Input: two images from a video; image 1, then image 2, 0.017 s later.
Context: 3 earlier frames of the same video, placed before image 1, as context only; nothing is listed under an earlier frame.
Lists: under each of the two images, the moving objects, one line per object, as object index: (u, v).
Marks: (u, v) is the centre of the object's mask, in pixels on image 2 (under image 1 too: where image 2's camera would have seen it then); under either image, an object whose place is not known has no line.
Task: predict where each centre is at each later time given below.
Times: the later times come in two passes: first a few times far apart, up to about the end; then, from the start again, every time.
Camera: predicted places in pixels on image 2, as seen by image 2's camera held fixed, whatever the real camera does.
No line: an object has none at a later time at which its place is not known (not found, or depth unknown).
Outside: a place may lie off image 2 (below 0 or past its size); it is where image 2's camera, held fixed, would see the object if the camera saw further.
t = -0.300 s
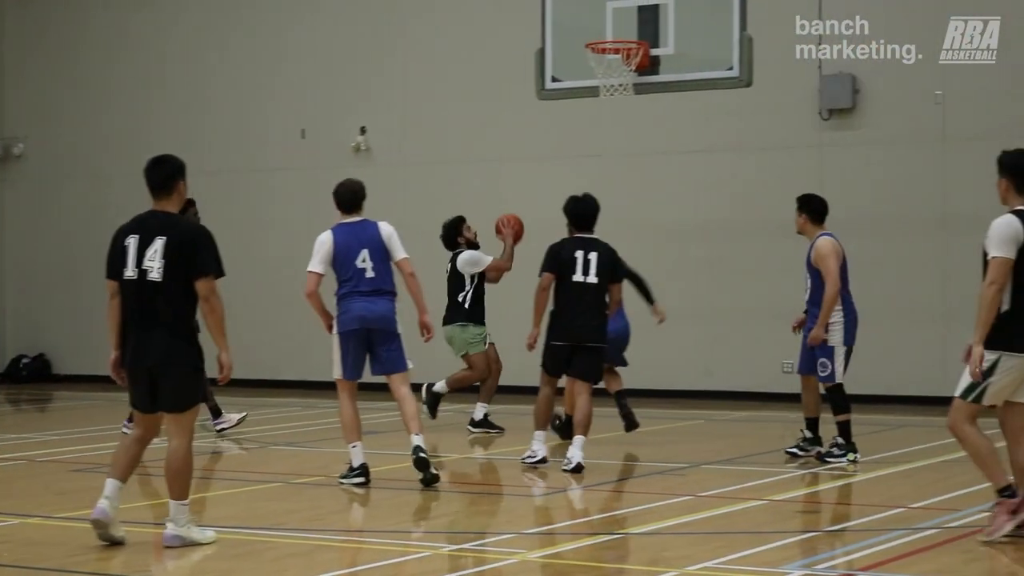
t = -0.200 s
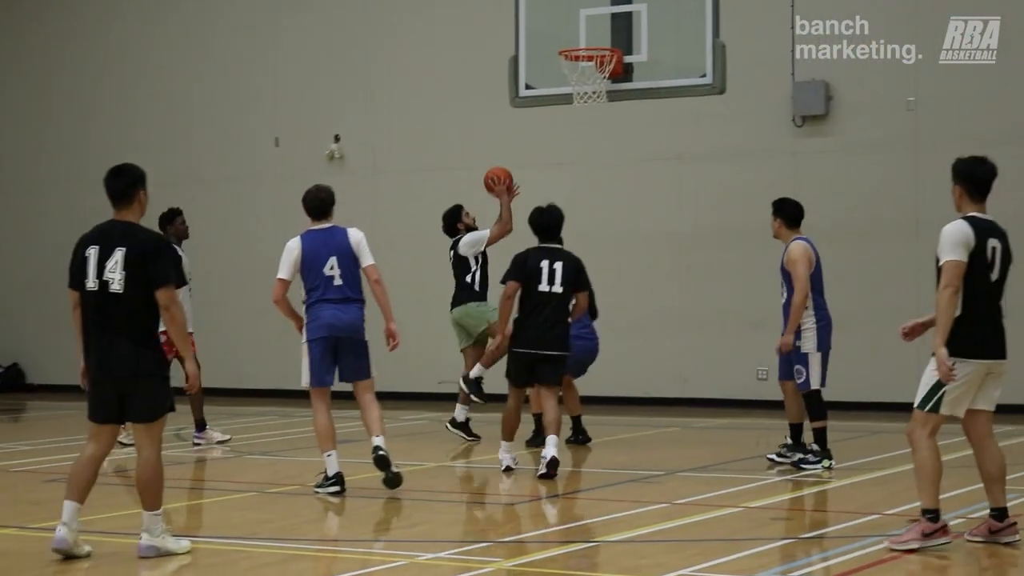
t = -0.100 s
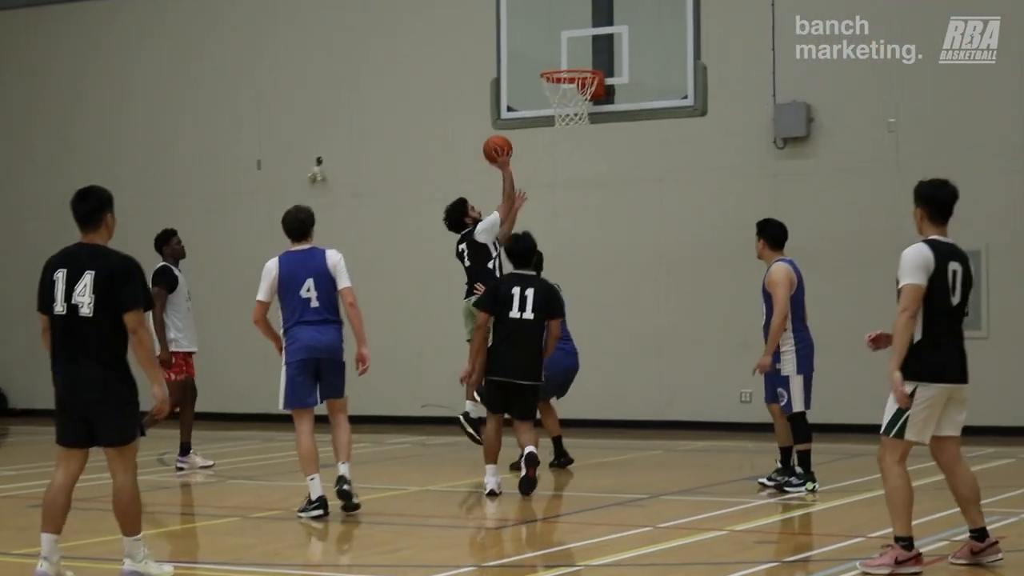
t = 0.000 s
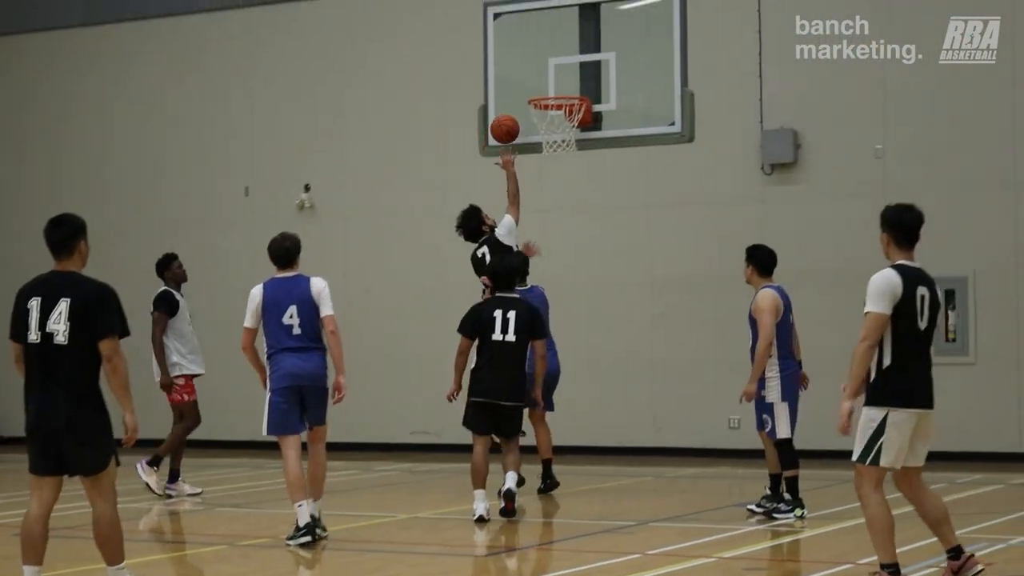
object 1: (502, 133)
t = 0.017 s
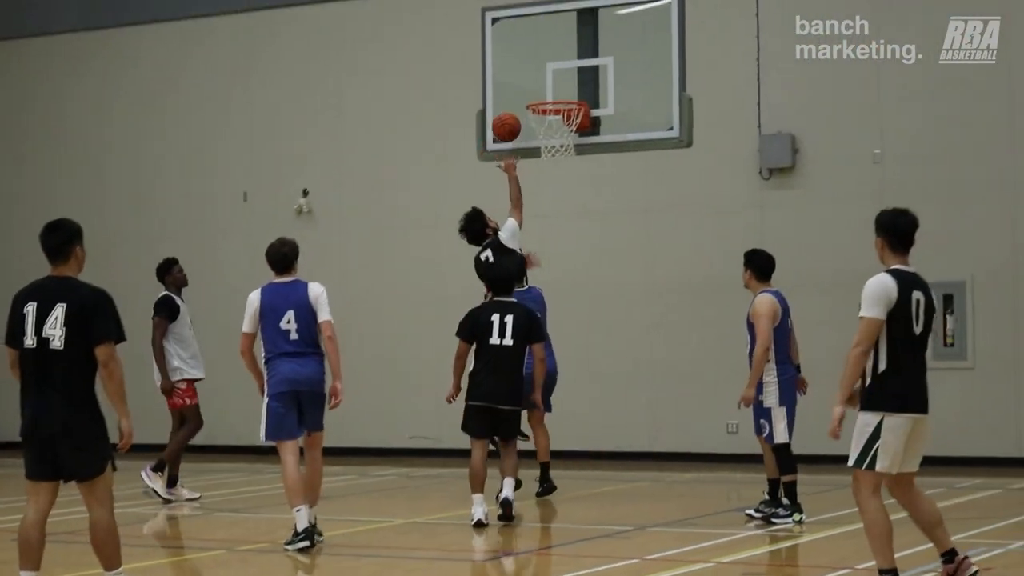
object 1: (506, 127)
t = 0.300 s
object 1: (533, 85)
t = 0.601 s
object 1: (549, 160)
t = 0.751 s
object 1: (558, 215)
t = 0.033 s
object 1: (508, 121)
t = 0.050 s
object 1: (511, 115)
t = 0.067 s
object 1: (513, 109)
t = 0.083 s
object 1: (516, 103)
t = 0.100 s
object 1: (519, 98)
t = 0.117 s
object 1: (522, 94)
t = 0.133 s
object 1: (525, 91)
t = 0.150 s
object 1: (526, 89)
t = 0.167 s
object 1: (527, 88)
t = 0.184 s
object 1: (527, 86)
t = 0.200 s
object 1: (528, 85)
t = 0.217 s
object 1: (529, 84)
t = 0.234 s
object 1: (530, 84)
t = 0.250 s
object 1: (531, 83)
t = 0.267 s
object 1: (531, 84)
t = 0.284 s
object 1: (532, 84)
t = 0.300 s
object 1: (533, 85)
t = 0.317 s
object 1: (533, 86)
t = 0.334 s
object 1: (534, 87)
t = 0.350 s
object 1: (535, 89)
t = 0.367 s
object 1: (536, 91)
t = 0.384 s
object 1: (537, 92)
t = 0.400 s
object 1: (538, 94)
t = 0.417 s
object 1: (539, 95)
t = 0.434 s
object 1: (540, 97)
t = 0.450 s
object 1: (541, 106)
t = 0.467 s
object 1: (543, 111)
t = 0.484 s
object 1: (544, 115)
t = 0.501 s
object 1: (545, 121)
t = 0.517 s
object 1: (545, 125)
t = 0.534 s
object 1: (546, 130)
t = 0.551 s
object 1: (547, 137)
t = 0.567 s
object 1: (548, 143)
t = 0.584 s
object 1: (549, 148)
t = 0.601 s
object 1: (549, 160)
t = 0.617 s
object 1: (551, 161)
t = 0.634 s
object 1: (552, 165)
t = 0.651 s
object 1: (553, 171)
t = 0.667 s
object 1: (553, 177)
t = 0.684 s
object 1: (554, 184)
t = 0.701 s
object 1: (555, 191)
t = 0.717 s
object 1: (556, 198)
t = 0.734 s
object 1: (557, 206)
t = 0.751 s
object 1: (558, 215)
